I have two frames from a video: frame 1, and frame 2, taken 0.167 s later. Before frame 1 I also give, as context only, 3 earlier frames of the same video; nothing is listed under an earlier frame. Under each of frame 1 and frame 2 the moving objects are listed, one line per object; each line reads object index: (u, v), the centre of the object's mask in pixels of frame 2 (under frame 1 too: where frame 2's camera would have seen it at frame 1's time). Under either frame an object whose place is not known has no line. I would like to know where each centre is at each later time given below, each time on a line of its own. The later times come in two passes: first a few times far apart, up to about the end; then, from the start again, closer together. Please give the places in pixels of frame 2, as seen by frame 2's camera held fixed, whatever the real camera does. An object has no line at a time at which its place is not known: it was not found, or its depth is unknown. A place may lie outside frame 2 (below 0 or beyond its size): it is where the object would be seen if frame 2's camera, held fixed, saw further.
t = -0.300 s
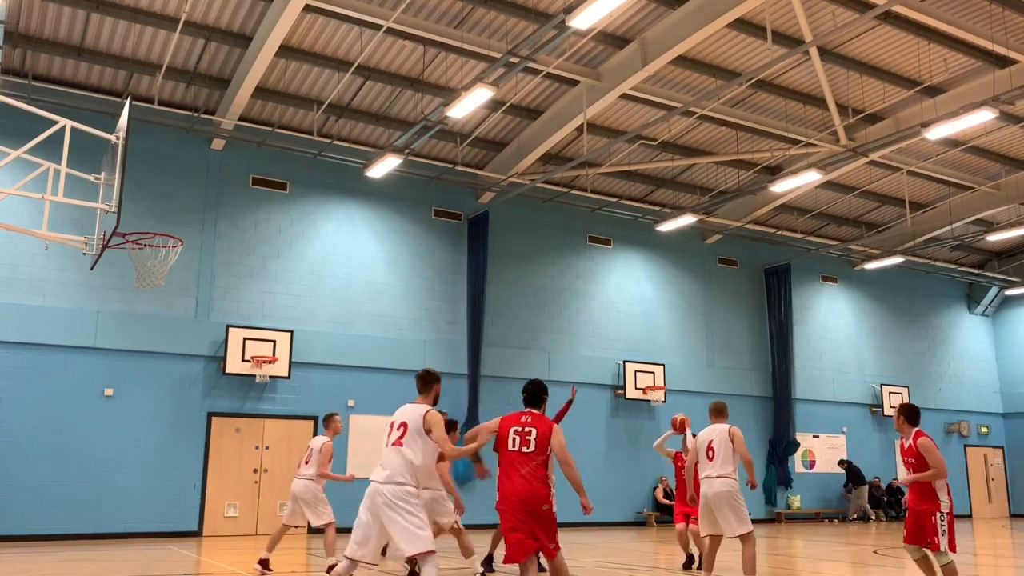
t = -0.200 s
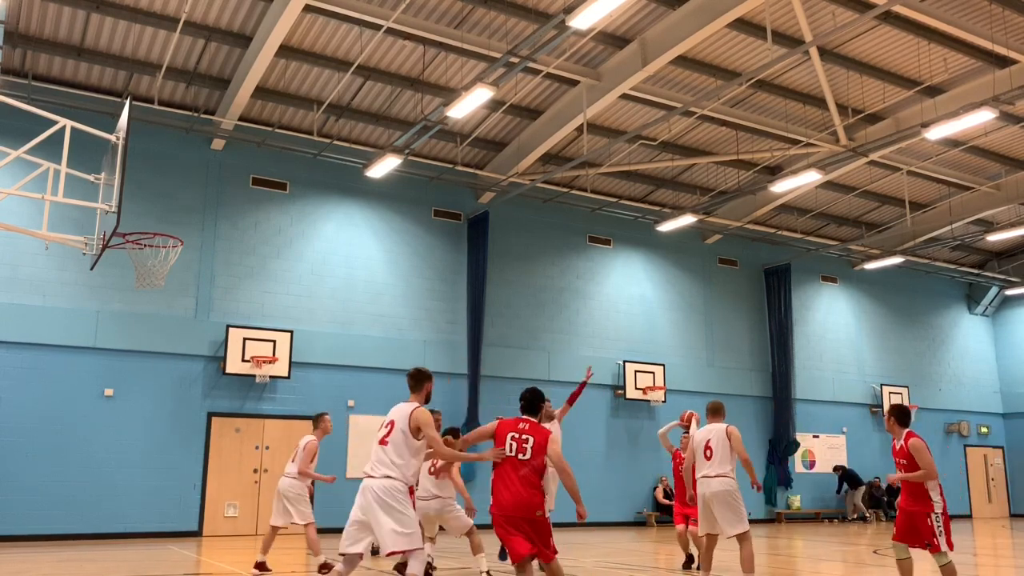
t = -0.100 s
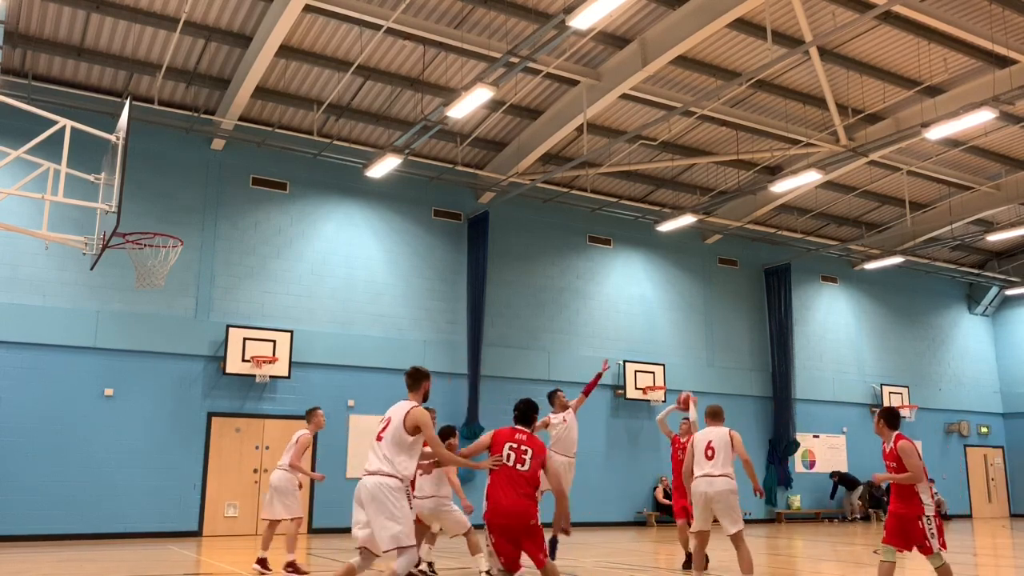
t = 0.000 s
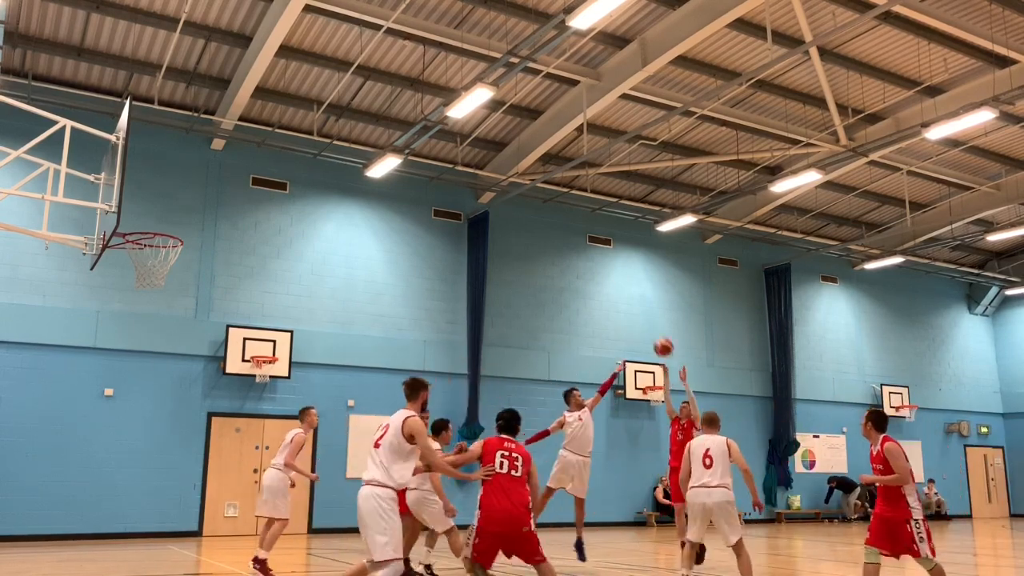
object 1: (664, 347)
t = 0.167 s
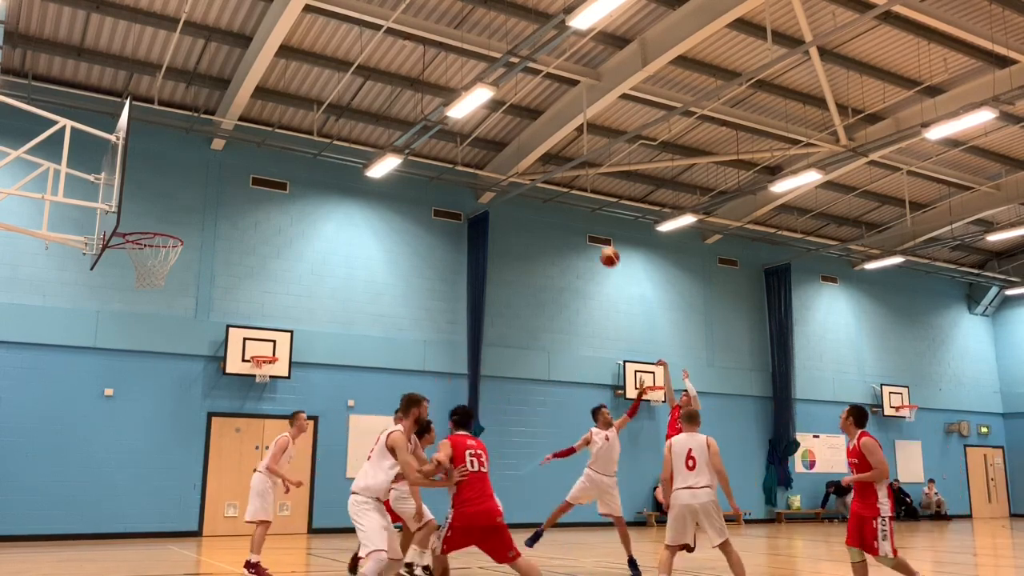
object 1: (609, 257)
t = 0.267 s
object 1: (577, 212)
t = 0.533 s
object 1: (485, 128)
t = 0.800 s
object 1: (384, 93)
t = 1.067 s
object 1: (261, 122)
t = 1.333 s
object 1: (129, 227)
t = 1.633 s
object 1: (150, 284)
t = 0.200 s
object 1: (599, 241)
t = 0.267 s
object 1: (577, 212)
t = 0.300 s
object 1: (566, 200)
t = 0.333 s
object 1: (555, 188)
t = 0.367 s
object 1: (543, 175)
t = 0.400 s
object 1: (532, 165)
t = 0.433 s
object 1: (521, 153)
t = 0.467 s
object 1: (509, 144)
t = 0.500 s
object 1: (497, 136)
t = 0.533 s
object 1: (485, 128)
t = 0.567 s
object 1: (474, 122)
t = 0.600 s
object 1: (461, 115)
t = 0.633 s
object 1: (448, 108)
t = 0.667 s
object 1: (436, 104)
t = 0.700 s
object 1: (423, 100)
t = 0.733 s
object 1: (411, 97)
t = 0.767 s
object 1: (397, 94)
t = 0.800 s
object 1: (384, 93)
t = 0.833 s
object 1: (369, 93)
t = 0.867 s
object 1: (355, 94)
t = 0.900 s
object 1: (342, 95)
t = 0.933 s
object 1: (326, 99)
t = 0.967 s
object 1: (310, 102)
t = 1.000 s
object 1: (294, 107)
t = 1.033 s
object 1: (278, 114)
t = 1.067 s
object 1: (261, 122)
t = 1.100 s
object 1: (245, 131)
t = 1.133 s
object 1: (228, 141)
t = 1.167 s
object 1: (210, 153)
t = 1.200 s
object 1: (191, 166)
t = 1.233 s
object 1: (173, 181)
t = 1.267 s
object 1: (154, 198)
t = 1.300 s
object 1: (134, 217)
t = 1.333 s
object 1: (129, 227)
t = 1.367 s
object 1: (130, 226)
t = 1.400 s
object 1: (132, 229)
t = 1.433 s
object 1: (135, 232)
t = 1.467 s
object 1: (138, 238)
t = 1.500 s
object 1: (140, 244)
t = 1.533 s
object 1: (143, 252)
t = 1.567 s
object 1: (145, 261)
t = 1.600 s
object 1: (147, 272)
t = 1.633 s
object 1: (150, 284)
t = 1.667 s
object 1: (152, 297)
